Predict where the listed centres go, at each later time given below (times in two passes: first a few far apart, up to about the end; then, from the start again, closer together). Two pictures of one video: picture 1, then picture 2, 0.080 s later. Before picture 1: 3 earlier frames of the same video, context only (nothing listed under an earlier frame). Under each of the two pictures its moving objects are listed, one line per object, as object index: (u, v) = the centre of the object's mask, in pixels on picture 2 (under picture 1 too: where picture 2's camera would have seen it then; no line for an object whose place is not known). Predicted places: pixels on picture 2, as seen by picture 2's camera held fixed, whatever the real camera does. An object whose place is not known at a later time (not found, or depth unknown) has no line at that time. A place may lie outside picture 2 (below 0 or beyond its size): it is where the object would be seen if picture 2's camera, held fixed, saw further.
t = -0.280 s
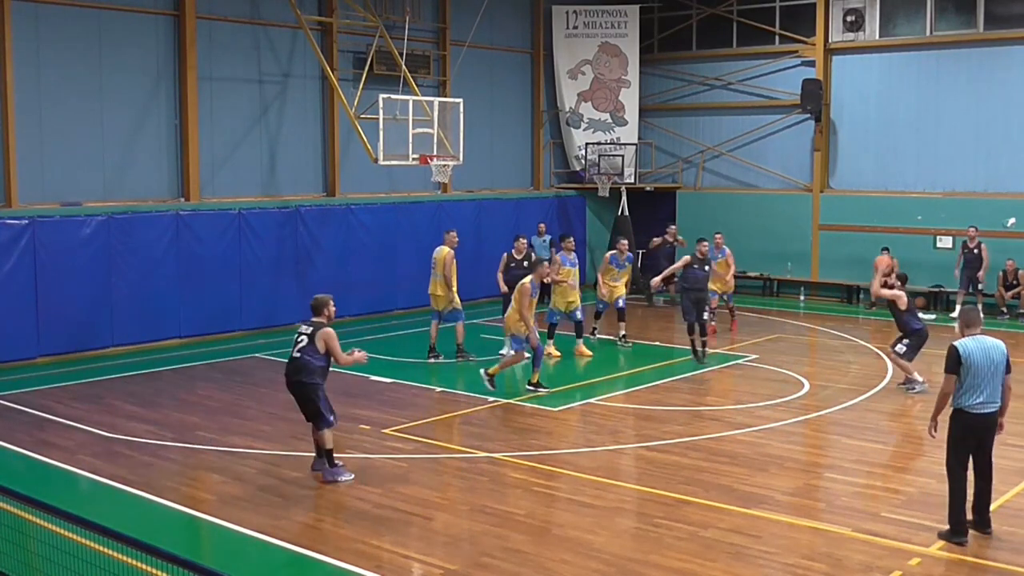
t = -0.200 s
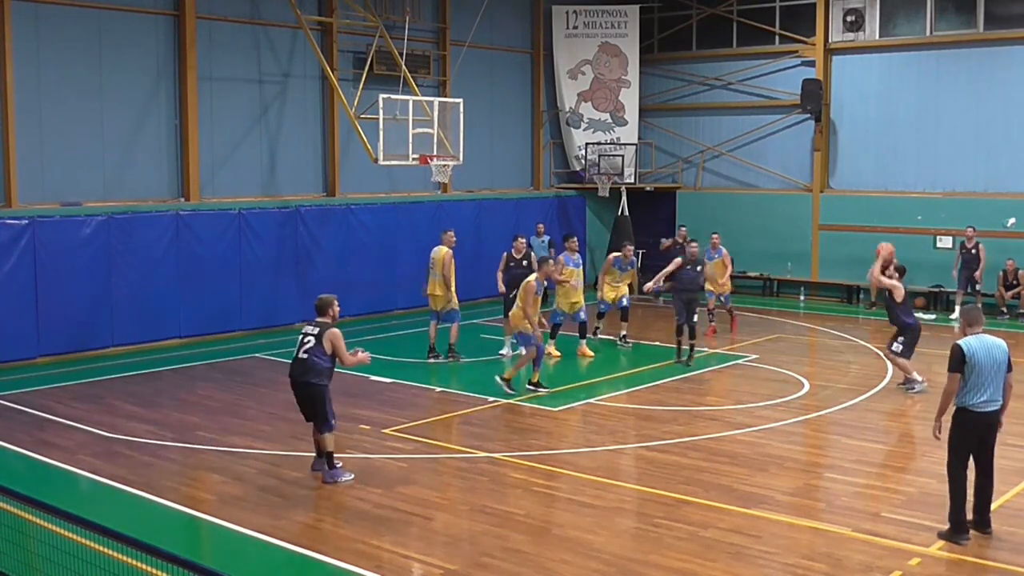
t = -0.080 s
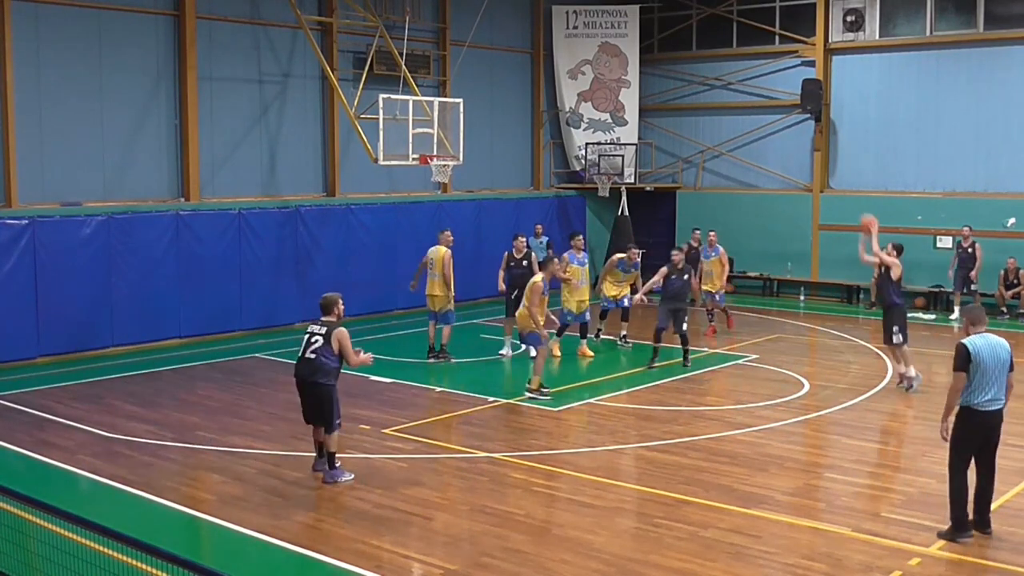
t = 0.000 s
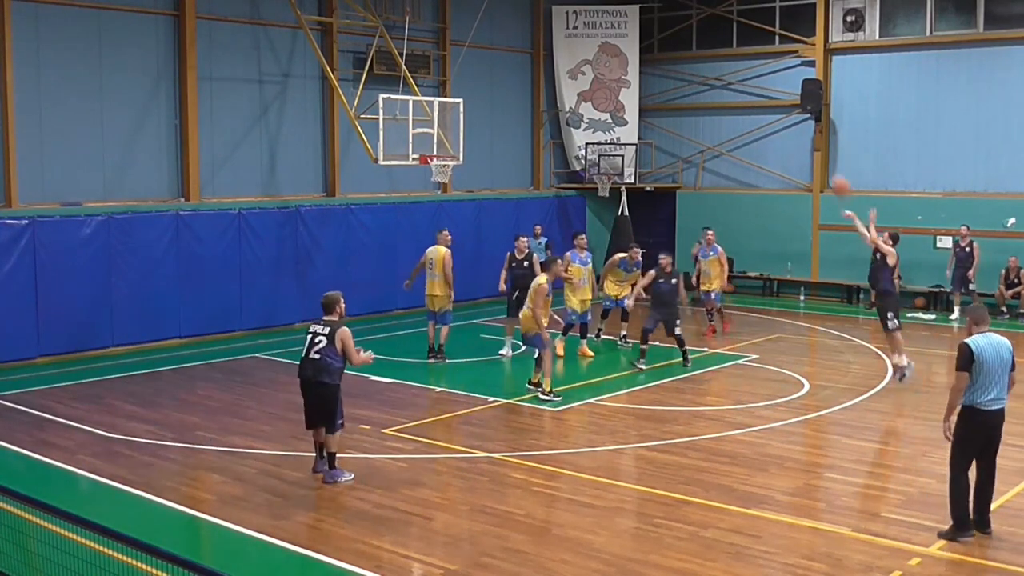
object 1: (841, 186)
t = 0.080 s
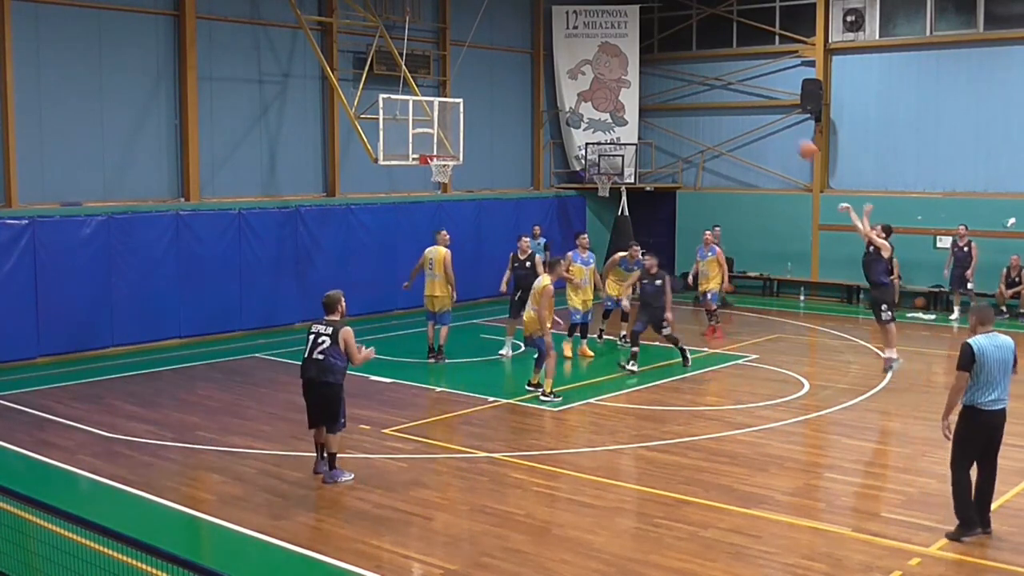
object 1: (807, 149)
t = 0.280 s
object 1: (729, 83)
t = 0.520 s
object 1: (641, 45)
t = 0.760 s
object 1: (559, 49)
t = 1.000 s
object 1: (488, 88)
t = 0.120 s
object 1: (791, 134)
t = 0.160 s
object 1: (776, 118)
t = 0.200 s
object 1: (760, 106)
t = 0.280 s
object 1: (729, 83)
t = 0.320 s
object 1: (713, 73)
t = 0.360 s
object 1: (699, 66)
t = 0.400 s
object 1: (684, 58)
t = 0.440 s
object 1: (669, 53)
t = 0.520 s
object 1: (641, 45)
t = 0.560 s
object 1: (626, 43)
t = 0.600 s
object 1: (613, 42)
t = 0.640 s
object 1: (600, 42)
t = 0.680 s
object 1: (586, 43)
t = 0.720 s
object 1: (572, 46)
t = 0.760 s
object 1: (559, 49)
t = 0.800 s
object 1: (546, 52)
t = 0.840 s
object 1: (535, 58)
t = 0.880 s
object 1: (522, 64)
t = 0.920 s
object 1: (510, 71)
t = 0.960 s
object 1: (499, 79)
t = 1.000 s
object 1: (488, 88)
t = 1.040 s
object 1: (477, 97)
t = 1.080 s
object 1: (466, 109)
